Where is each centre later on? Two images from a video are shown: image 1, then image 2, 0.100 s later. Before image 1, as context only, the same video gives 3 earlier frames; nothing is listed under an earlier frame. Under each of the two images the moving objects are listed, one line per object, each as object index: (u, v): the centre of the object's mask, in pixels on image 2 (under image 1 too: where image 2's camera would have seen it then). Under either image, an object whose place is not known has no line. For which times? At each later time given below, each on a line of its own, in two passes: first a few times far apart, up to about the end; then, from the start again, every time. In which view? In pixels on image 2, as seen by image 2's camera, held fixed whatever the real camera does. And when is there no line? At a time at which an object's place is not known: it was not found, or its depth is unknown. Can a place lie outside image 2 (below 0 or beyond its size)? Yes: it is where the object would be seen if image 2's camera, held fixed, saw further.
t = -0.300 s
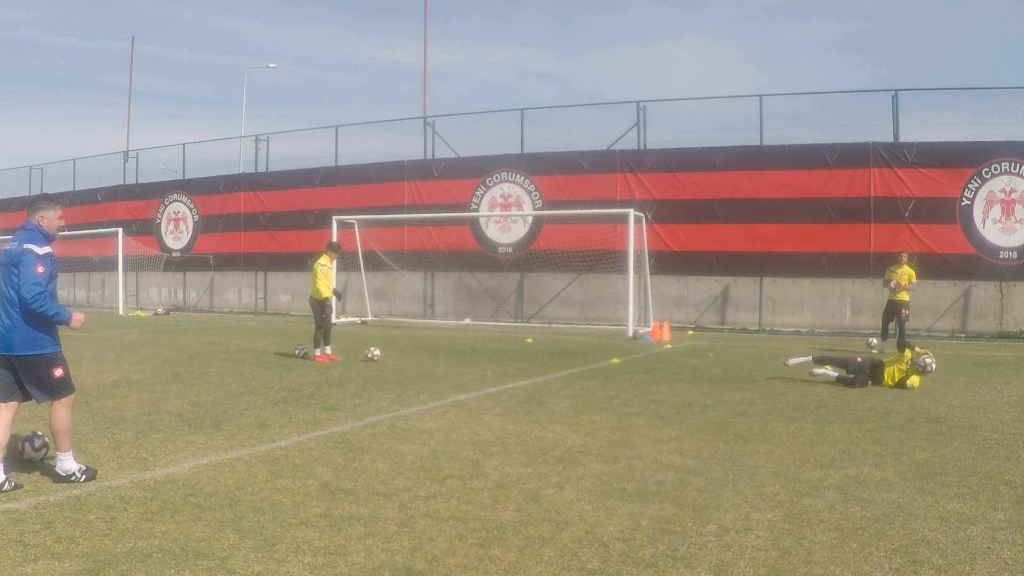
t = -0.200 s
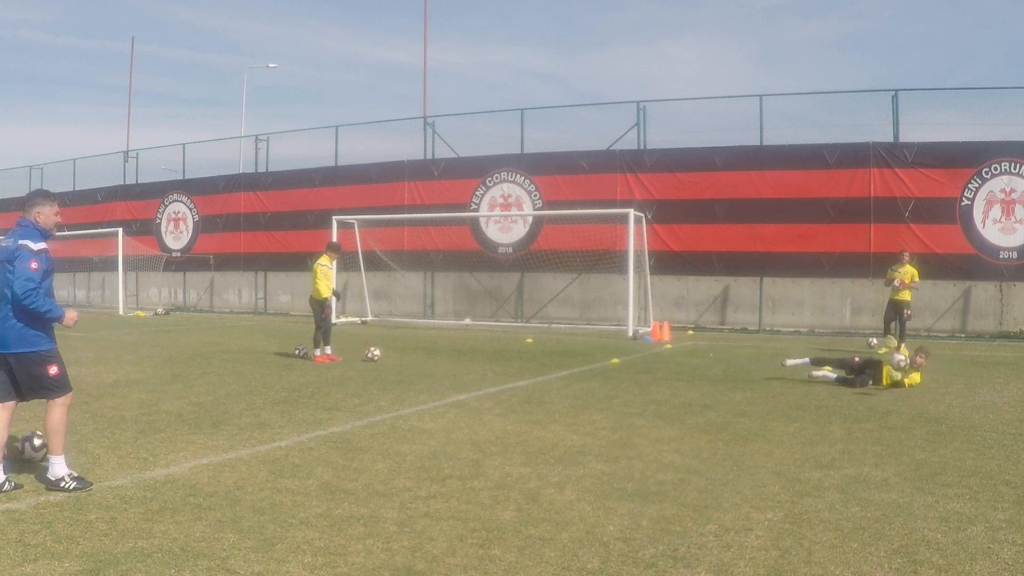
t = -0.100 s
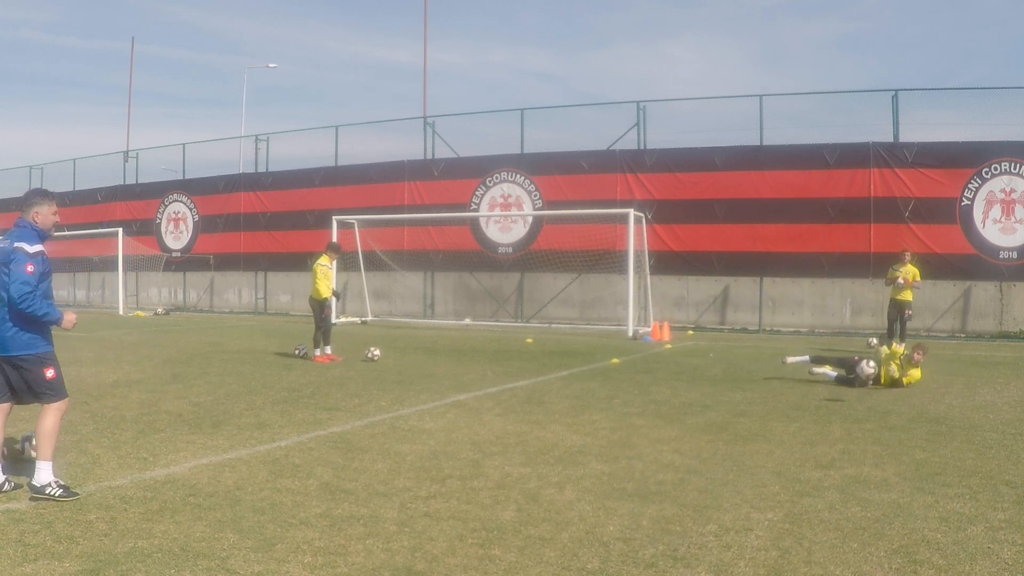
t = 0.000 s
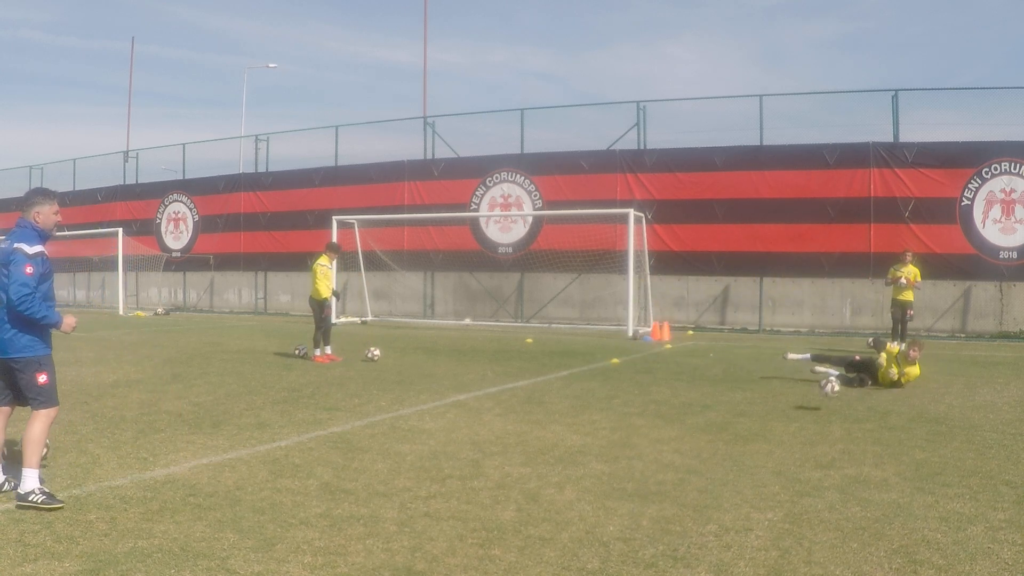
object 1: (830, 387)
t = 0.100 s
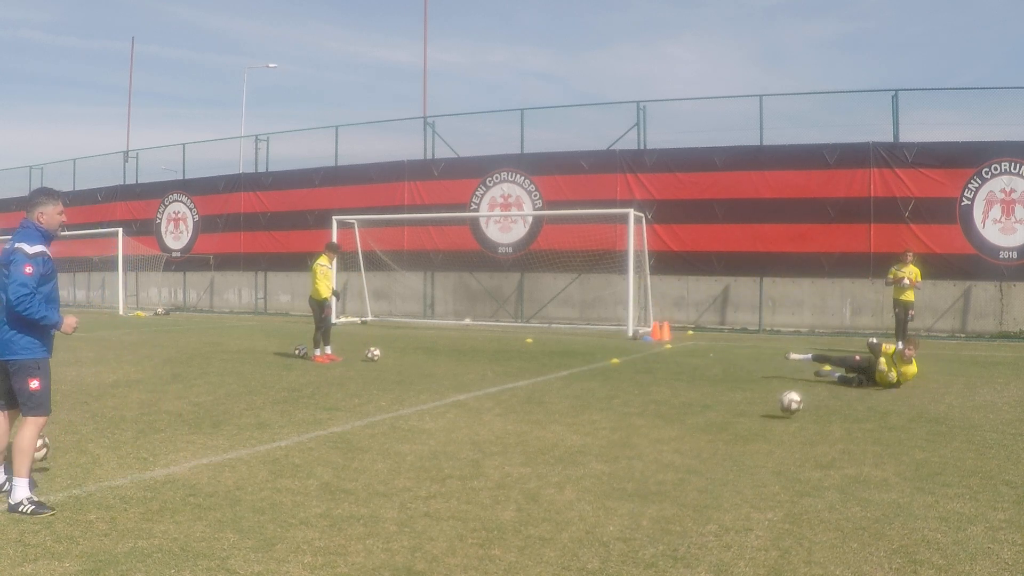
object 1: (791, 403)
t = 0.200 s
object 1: (759, 397)
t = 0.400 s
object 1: (683, 421)
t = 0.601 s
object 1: (603, 440)
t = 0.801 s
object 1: (508, 462)
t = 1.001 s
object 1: (399, 479)
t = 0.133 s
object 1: (781, 400)
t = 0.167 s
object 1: (770, 397)
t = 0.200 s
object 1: (759, 397)
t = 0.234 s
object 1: (748, 397)
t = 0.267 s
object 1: (735, 399)
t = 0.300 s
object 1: (723, 402)
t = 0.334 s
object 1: (709, 407)
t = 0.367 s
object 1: (697, 413)
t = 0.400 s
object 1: (683, 421)
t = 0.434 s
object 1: (669, 430)
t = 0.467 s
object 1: (656, 431)
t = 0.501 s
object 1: (643, 432)
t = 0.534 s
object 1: (630, 433)
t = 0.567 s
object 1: (617, 436)
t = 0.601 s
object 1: (603, 440)
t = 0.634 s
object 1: (587, 448)
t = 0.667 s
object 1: (573, 449)
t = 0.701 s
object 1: (558, 450)
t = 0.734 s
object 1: (542, 455)
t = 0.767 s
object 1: (525, 459)
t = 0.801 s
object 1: (508, 462)
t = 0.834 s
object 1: (492, 464)
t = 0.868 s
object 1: (474, 468)
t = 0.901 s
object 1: (455, 472)
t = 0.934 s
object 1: (437, 473)
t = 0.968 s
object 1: (418, 475)
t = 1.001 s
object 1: (399, 479)
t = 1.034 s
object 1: (378, 484)
